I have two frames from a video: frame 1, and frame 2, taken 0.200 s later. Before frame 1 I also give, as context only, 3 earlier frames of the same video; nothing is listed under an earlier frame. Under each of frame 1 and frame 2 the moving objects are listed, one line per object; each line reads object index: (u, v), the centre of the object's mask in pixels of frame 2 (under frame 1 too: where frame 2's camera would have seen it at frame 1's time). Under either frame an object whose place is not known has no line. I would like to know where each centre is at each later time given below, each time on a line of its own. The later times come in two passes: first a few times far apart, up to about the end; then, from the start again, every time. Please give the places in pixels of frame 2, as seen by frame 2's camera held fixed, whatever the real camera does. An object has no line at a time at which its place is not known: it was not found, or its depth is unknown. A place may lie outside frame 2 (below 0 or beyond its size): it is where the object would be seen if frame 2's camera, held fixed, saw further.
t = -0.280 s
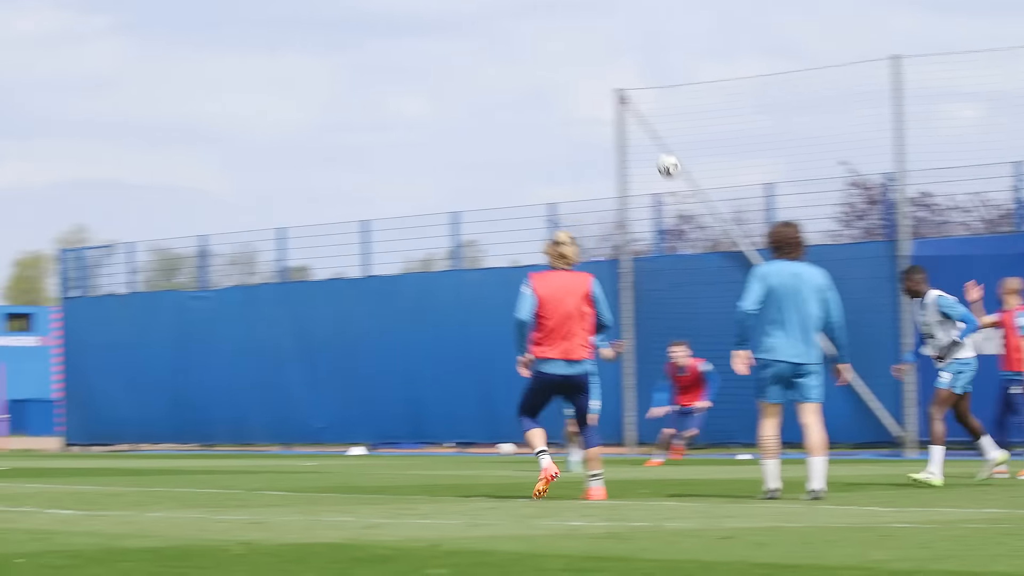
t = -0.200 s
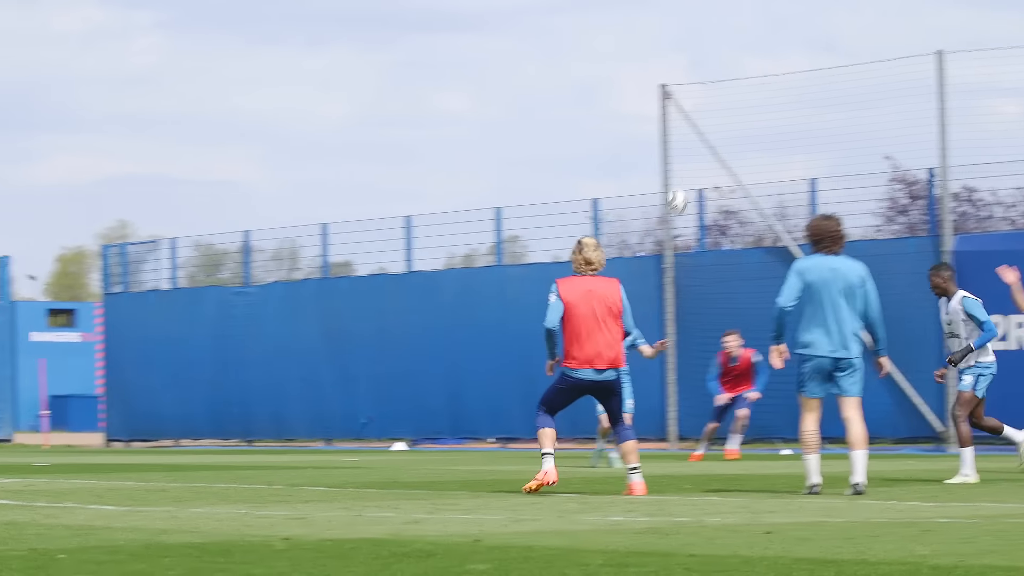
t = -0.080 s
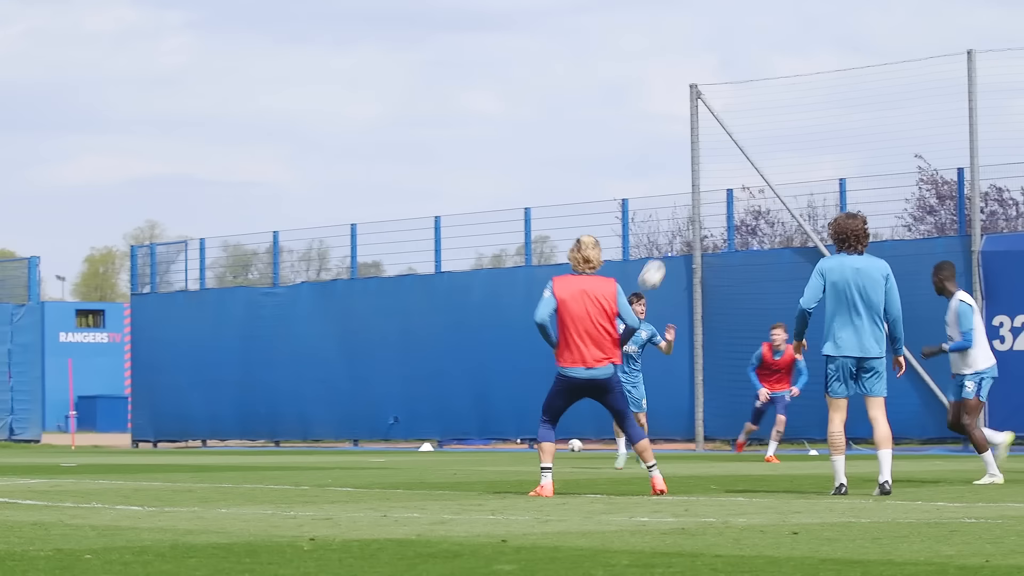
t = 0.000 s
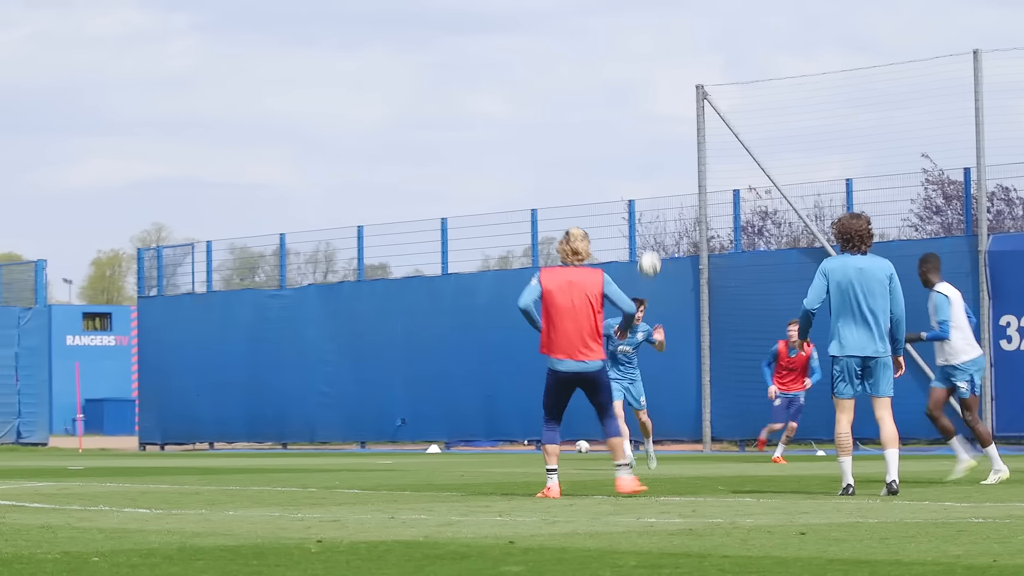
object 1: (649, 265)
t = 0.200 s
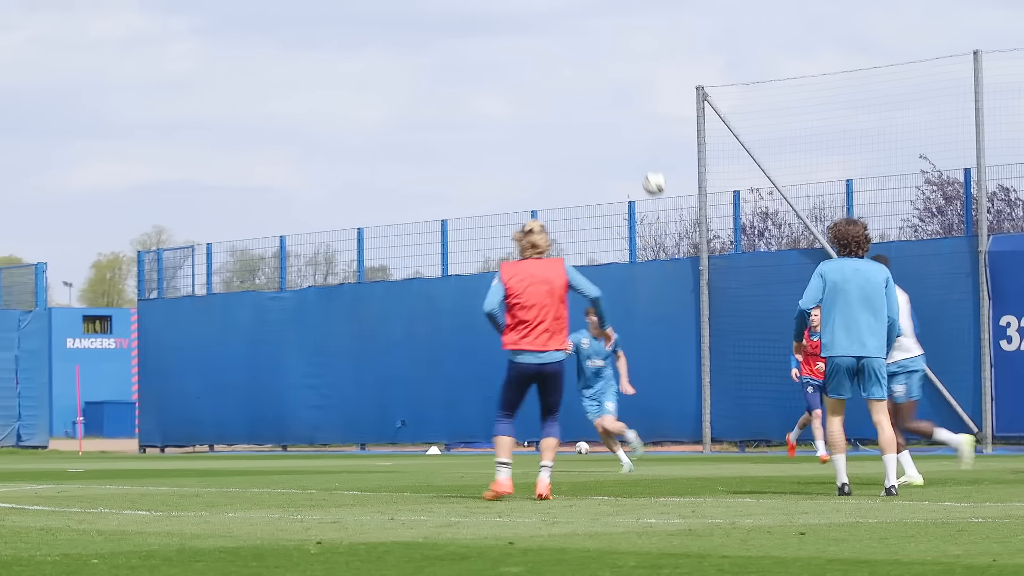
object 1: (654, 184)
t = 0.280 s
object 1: (655, 161)
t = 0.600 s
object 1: (656, 137)
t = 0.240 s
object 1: (655, 172)
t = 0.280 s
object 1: (655, 161)
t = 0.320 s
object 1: (657, 152)
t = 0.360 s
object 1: (657, 145)
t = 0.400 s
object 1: (657, 140)
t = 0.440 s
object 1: (657, 135)
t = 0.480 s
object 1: (656, 133)
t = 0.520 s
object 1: (656, 133)
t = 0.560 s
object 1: (656, 134)
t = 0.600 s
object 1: (656, 137)
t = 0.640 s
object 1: (655, 142)
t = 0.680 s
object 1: (655, 149)
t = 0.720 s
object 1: (654, 159)
